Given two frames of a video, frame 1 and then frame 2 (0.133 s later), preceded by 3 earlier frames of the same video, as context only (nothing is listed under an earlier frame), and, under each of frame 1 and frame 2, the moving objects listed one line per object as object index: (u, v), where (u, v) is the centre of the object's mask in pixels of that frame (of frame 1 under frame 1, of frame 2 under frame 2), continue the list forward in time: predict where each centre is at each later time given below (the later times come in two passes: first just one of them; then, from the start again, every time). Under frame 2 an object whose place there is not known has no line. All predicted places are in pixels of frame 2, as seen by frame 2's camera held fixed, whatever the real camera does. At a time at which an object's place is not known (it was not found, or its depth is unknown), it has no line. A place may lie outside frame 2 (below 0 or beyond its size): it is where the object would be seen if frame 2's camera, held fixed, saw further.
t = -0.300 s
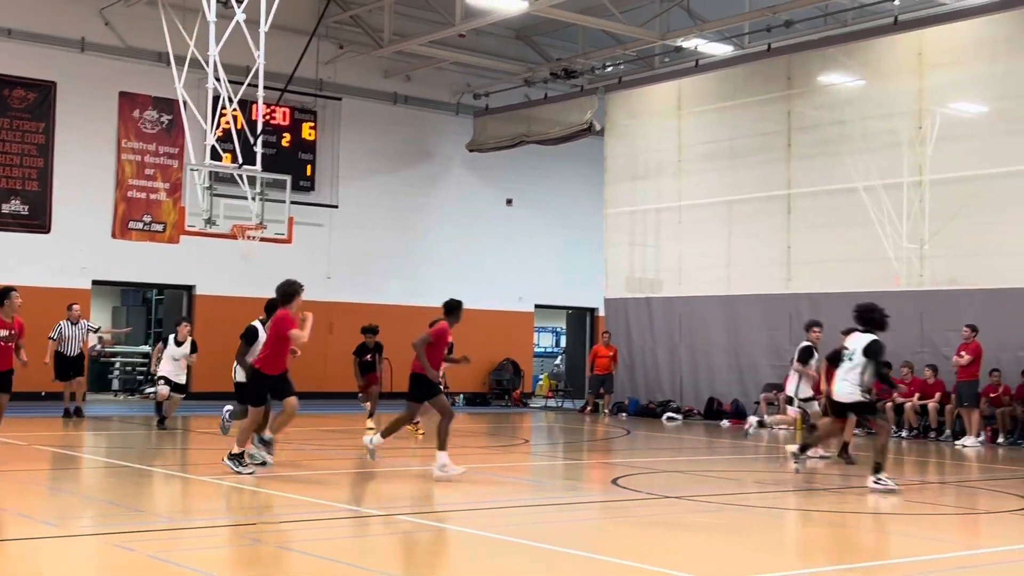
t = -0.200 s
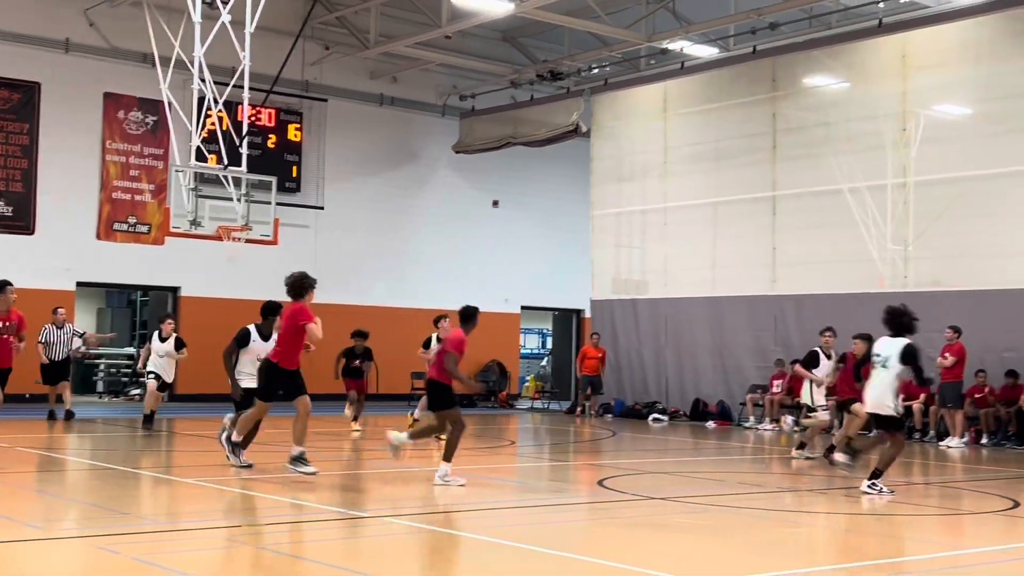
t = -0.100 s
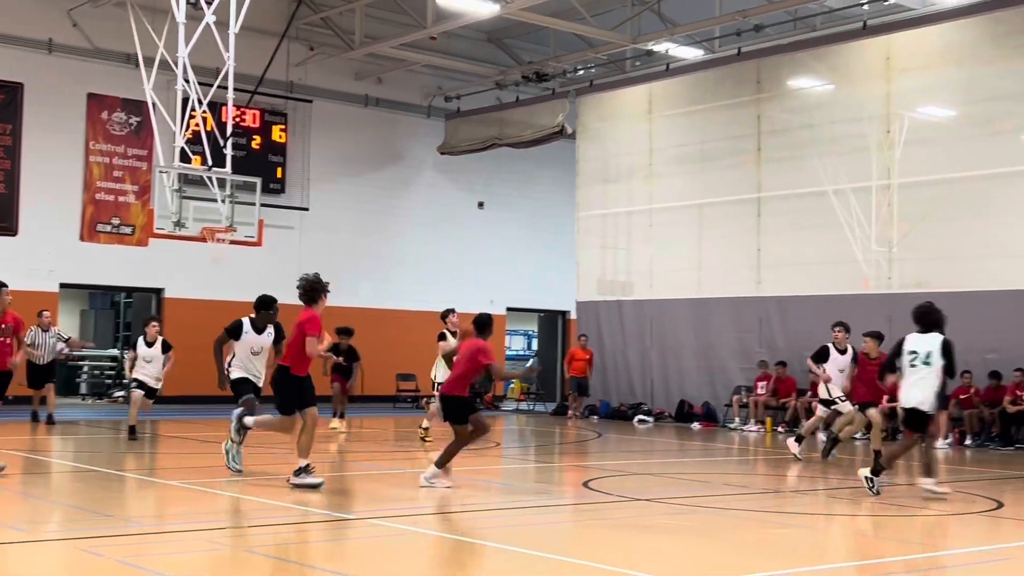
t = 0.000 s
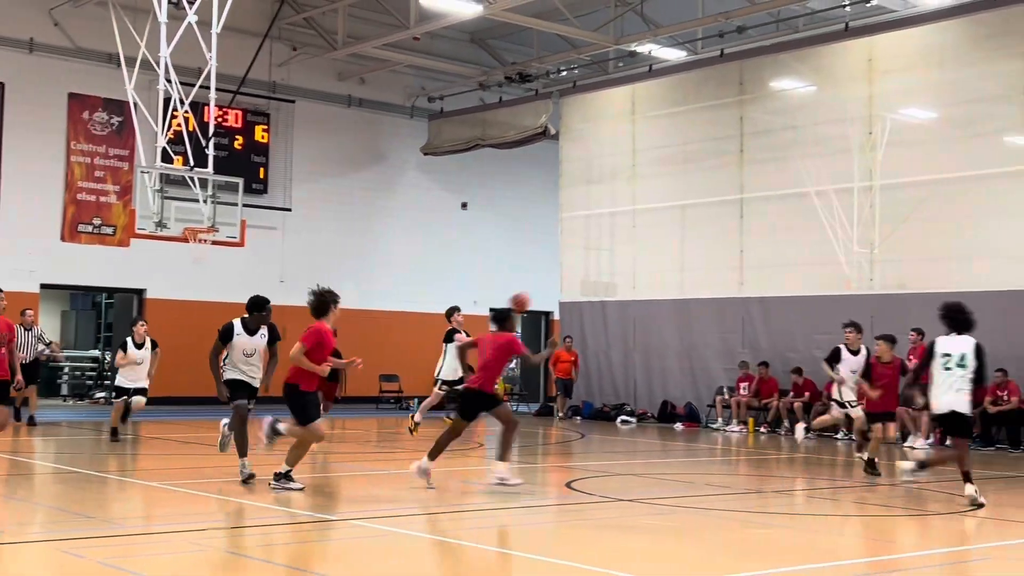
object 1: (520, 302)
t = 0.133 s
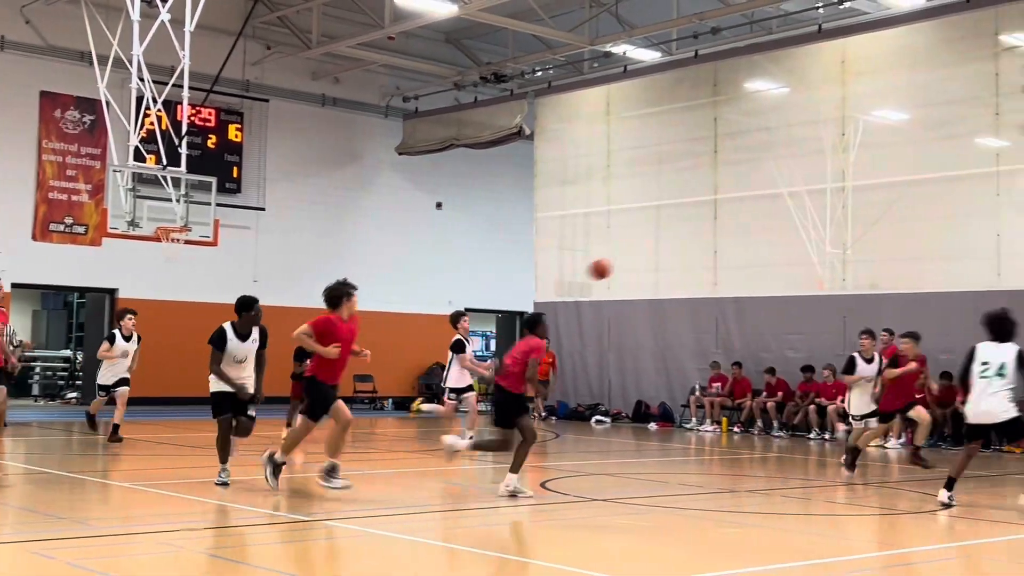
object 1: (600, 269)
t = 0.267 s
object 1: (723, 245)
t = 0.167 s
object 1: (628, 262)
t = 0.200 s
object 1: (658, 256)
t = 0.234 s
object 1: (691, 250)
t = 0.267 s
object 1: (723, 245)
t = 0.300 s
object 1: (757, 240)
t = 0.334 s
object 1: (793, 236)
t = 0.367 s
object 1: (831, 234)
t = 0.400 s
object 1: (871, 231)
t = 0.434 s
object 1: (912, 230)
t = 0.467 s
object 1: (957, 230)
